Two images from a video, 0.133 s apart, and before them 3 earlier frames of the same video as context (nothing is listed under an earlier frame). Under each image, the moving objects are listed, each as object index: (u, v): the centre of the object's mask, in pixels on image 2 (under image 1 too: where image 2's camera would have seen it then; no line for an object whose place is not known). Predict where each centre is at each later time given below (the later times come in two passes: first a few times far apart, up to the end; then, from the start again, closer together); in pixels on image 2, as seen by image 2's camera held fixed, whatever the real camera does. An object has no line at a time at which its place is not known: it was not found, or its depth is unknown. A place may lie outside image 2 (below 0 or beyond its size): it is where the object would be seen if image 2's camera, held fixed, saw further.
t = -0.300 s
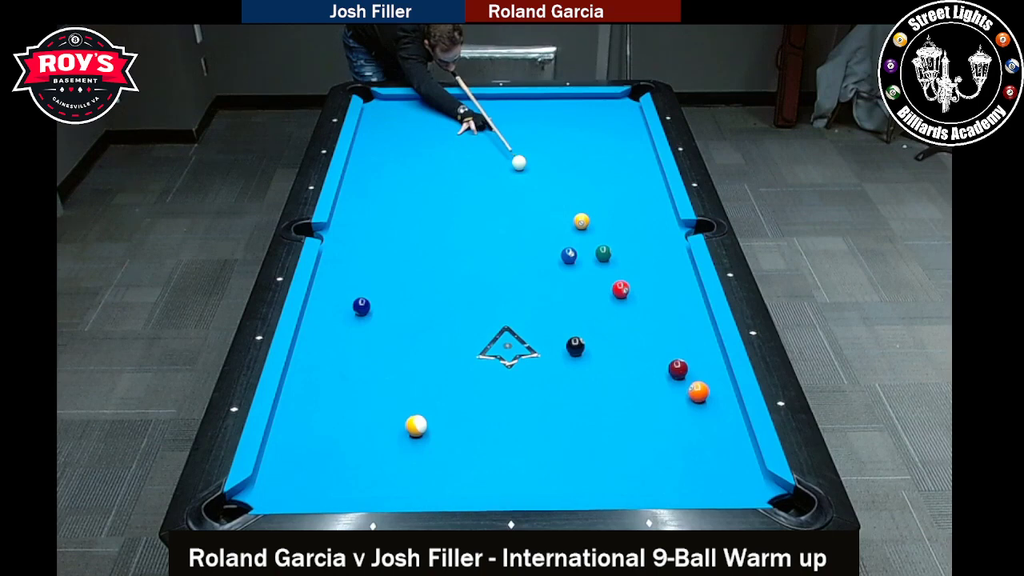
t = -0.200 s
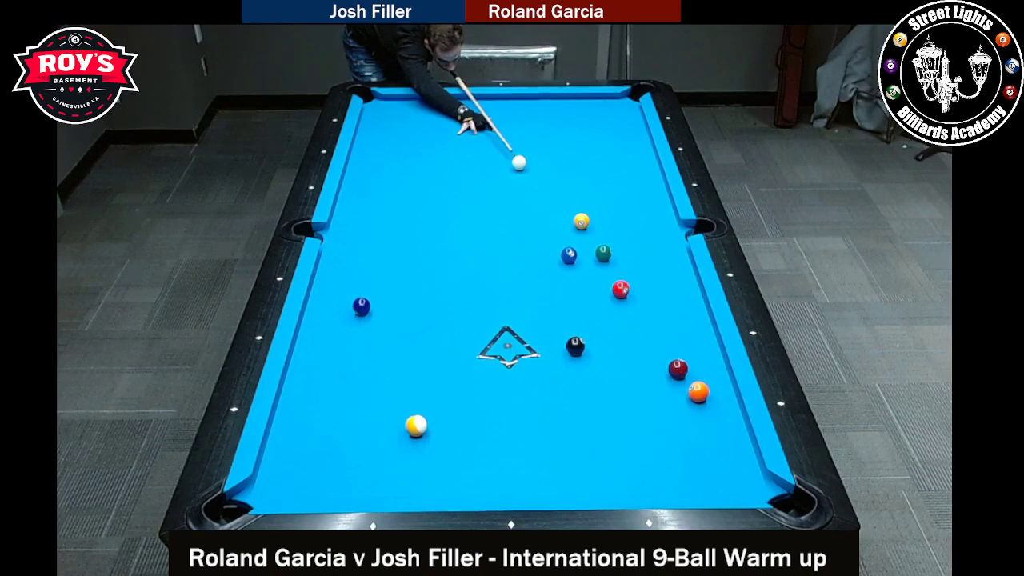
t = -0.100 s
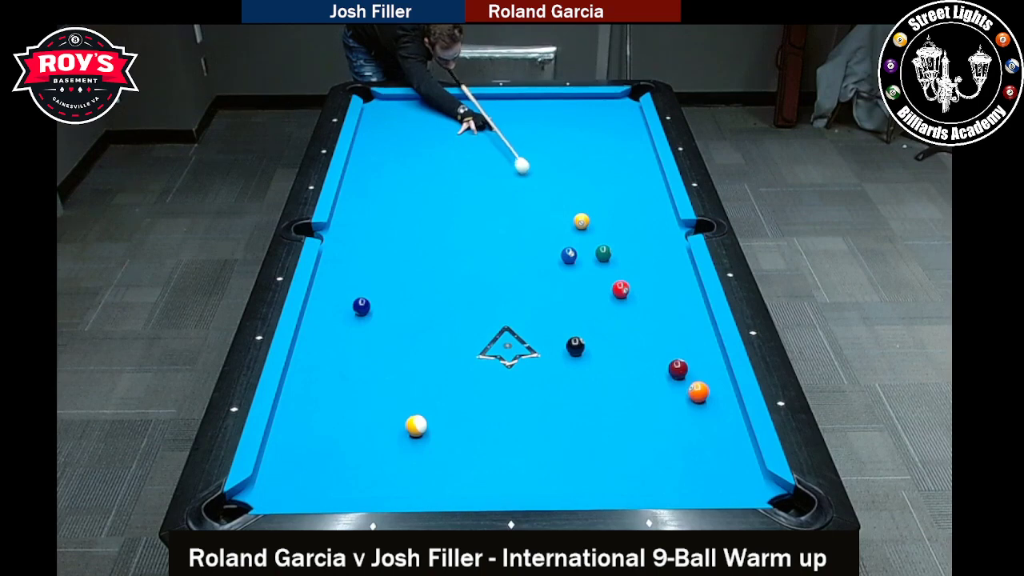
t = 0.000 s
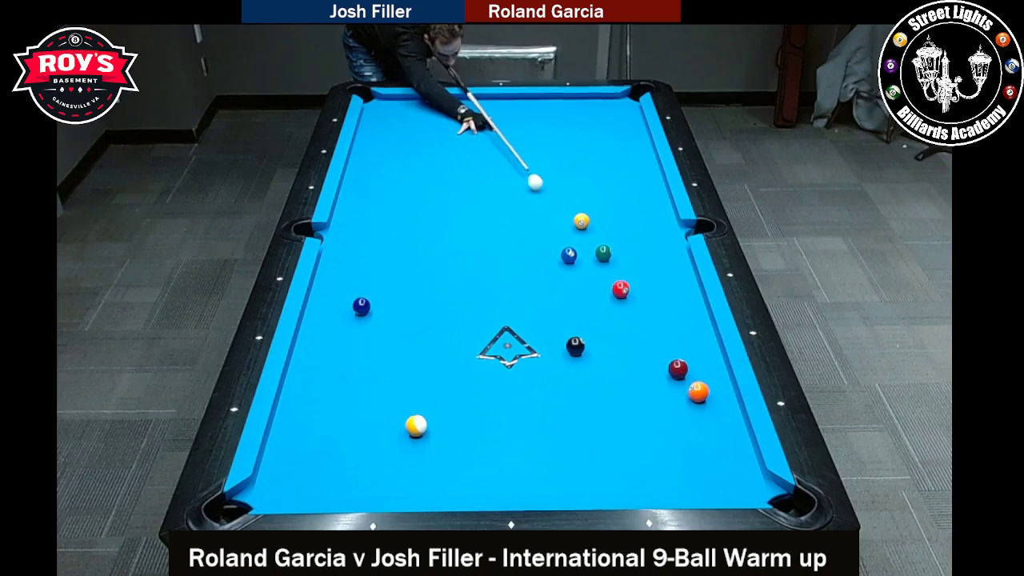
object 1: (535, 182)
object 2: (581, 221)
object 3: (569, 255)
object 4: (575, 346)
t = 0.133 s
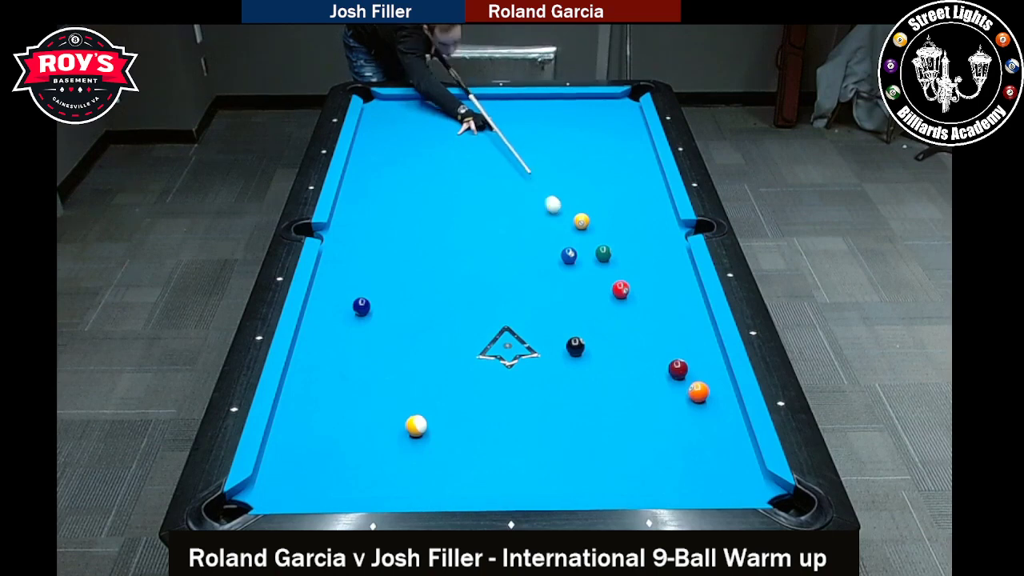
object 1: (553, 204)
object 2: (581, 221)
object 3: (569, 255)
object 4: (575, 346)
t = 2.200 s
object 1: (619, 318)
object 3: (503, 390)
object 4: (646, 480)
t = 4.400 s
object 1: (642, 356)
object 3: (450, 438)
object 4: (669, 409)
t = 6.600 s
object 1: (642, 356)
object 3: (449, 438)
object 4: (670, 405)
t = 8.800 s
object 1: (642, 356)
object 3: (449, 438)
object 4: (670, 405)
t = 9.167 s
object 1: (642, 356)
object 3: (449, 438)
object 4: (670, 405)
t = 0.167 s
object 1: (557, 210)
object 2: (581, 221)
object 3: (569, 255)
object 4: (575, 346)
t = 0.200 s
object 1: (562, 216)
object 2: (581, 221)
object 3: (569, 255)
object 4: (575, 346)
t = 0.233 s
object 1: (565, 222)
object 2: (583, 221)
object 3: (569, 255)
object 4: (575, 346)
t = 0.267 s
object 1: (566, 227)
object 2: (588, 221)
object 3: (569, 255)
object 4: (575, 346)
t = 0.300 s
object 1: (566, 233)
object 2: (592, 222)
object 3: (569, 256)
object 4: (575, 346)
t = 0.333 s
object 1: (567, 239)
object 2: (595, 222)
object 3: (569, 256)
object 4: (575, 346)
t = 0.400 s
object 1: (570, 246)
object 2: (602, 222)
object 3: (569, 262)
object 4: (575, 346)
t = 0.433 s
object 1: (571, 247)
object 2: (606, 222)
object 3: (569, 267)
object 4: (575, 346)
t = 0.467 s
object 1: (572, 248)
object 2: (610, 223)
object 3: (569, 273)
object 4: (575, 346)
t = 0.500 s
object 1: (573, 250)
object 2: (613, 223)
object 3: (569, 277)
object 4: (575, 346)
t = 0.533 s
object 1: (574, 251)
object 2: (617, 223)
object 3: (569, 282)
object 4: (575, 346)
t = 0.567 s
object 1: (575, 253)
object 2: (620, 224)
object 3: (569, 287)
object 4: (575, 346)
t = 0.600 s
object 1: (576, 254)
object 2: (624, 224)
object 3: (569, 291)
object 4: (575, 346)
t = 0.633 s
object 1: (577, 256)
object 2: (627, 224)
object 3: (569, 296)
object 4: (575, 346)
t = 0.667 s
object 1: (578, 257)
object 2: (630, 224)
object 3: (569, 300)
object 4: (575, 346)
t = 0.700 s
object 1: (579, 259)
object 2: (634, 225)
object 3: (569, 305)
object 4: (575, 346)
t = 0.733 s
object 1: (580, 260)
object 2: (637, 225)
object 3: (569, 310)
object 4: (575, 346)
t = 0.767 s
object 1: (581, 262)
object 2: (641, 225)
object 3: (569, 315)
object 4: (575, 346)
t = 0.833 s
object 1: (583, 265)
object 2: (647, 226)
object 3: (569, 325)
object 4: (575, 346)
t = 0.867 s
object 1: (584, 266)
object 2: (651, 226)
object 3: (569, 329)
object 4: (575, 346)
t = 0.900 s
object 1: (585, 268)
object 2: (654, 226)
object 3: (568, 333)
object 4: (576, 346)
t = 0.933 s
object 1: (586, 269)
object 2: (657, 226)
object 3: (567, 336)
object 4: (577, 350)
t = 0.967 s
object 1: (587, 271)
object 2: (660, 226)
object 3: (565, 337)
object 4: (579, 354)
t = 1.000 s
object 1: (588, 272)
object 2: (663, 227)
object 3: (563, 339)
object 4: (581, 357)
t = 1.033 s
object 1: (589, 274)
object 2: (667, 227)
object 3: (561, 340)
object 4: (583, 361)
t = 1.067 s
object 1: (590, 275)
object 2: (670, 227)
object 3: (559, 342)
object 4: (584, 364)
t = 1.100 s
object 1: (591, 276)
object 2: (673, 227)
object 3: (557, 343)
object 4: (586, 367)
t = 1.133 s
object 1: (592, 278)
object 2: (676, 228)
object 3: (556, 345)
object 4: (588, 370)
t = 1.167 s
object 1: (593, 279)
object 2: (679, 228)
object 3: (554, 346)
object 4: (589, 374)
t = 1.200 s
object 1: (594, 281)
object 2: (682, 228)
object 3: (552, 348)
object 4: (591, 377)
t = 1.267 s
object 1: (596, 283)
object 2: (688, 229)
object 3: (548, 351)
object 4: (595, 384)
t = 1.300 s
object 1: (597, 285)
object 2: (691, 230)
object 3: (546, 353)
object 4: (597, 387)
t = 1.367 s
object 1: (598, 288)
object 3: (543, 356)
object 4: (600, 394)
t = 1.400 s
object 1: (599, 289)
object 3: (541, 357)
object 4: (602, 397)
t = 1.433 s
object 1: (600, 290)
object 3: (540, 358)
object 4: (604, 400)
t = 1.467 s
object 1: (601, 292)
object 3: (538, 360)
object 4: (606, 404)
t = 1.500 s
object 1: (602, 293)
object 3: (536, 361)
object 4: (607, 407)
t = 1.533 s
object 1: (603, 294)
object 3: (534, 363)
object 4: (609, 410)
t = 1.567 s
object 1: (604, 296)
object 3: (533, 364)
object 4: (611, 414)
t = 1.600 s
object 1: (604, 297)
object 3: (531, 366)
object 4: (613, 417)
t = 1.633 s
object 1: (605, 298)
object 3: (529, 367)
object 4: (614, 421)
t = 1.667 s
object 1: (606, 299)
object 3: (527, 369)
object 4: (616, 424)
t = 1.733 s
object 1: (608, 302)
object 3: (524, 371)
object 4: (620, 431)
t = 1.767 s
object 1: (609, 303)
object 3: (523, 373)
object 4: (621, 435)
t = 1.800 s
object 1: (609, 304)
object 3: (521, 374)
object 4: (623, 438)
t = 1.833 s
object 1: (610, 306)
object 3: (519, 375)
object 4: (625, 441)
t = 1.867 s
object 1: (611, 307)
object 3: (518, 377)
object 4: (627, 445)
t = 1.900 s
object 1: (612, 308)
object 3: (516, 378)
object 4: (629, 448)
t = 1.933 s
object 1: (612, 309)
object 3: (515, 379)
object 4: (631, 452)
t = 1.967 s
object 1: (613, 310)
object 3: (513, 381)
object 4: (633, 455)
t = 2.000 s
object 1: (614, 311)
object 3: (512, 382)
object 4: (635, 459)
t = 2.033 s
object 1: (615, 313)
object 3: (510, 383)
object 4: (636, 462)
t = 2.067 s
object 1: (616, 314)
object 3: (508, 384)
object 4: (638, 466)
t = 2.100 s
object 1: (616, 315)
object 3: (507, 386)
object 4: (640, 470)
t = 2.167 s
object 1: (618, 317)
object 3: (504, 388)
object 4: (644, 476)
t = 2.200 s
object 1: (619, 318)
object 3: (503, 390)
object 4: (646, 480)
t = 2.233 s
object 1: (619, 319)
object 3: (501, 391)
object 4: (648, 482)
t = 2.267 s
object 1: (620, 320)
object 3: (500, 392)
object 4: (649, 484)
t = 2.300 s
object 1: (621, 321)
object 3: (499, 393)
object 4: (651, 486)
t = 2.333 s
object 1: (622, 322)
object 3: (497, 394)
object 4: (651, 485)
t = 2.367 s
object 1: (622, 323)
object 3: (496, 396)
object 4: (652, 483)
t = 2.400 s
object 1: (623, 324)
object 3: (494, 397)
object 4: (652, 482)
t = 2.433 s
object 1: (624, 325)
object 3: (493, 398)
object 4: (653, 481)
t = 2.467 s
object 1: (624, 326)
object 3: (492, 399)
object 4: (653, 479)
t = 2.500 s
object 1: (625, 327)
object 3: (490, 400)
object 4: (654, 476)
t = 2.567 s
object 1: (626, 329)
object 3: (488, 402)
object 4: (654, 472)
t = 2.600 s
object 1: (627, 330)
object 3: (487, 403)
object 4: (655, 471)
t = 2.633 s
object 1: (627, 331)
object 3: (486, 404)
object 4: (655, 469)
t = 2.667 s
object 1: (628, 331)
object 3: (484, 405)
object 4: (656, 467)
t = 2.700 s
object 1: (629, 332)
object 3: (483, 406)
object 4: (656, 465)
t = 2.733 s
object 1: (629, 333)
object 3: (482, 408)
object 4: (656, 463)
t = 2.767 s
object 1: (630, 334)
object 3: (481, 408)
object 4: (657, 461)
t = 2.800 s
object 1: (630, 335)
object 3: (480, 409)
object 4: (657, 459)
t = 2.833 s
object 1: (631, 336)
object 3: (478, 411)
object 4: (658, 458)
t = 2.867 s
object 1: (631, 337)
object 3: (477, 411)
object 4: (658, 456)
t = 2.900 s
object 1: (632, 337)
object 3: (476, 412)
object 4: (658, 454)
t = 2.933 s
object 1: (632, 338)
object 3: (475, 413)
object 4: (658, 453)
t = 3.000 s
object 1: (633, 340)
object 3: (473, 415)
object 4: (659, 449)
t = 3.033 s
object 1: (634, 340)
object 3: (472, 416)
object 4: (659, 448)
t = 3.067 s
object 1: (634, 341)
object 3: (471, 417)
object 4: (660, 446)
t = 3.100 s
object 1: (634, 342)
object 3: (470, 418)
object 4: (660, 445)
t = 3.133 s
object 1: (635, 343)
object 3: (469, 419)
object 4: (660, 443)
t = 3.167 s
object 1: (635, 343)
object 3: (468, 419)
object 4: (661, 442)
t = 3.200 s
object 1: (636, 344)
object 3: (468, 420)
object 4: (661, 441)
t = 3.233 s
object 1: (636, 344)
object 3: (467, 421)
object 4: (661, 439)
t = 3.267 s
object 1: (636, 345)
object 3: (466, 422)
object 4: (662, 438)
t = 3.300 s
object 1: (637, 346)
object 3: (465, 423)
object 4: (662, 437)
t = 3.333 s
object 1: (637, 346)
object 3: (464, 423)
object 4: (662, 435)
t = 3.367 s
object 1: (637, 347)
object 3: (463, 424)
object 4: (662, 434)
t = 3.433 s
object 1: (638, 348)
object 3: (462, 426)
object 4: (663, 432)
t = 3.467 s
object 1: (638, 348)
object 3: (461, 426)
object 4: (663, 431)
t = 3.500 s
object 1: (638, 349)
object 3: (461, 427)
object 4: (664, 429)
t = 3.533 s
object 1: (639, 349)
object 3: (460, 428)
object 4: (664, 428)
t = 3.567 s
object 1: (639, 350)
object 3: (459, 428)
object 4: (664, 427)
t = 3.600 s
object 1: (639, 350)
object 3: (459, 429)
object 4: (664, 426)
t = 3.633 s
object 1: (639, 351)
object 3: (458, 429)
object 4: (665, 425)
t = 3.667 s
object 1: (639, 351)
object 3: (458, 430)
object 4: (665, 424)
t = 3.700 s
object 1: (640, 352)
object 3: (457, 431)
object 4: (665, 423)
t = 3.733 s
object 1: (640, 352)
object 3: (457, 431)
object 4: (665, 422)
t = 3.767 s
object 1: (640, 352)
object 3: (456, 432)
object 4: (666, 422)
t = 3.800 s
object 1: (640, 353)
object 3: (456, 432)
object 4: (666, 421)
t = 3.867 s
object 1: (641, 353)
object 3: (455, 433)
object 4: (666, 419)
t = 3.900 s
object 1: (641, 354)
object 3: (455, 434)
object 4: (667, 418)
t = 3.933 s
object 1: (641, 354)
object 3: (454, 434)
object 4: (667, 417)
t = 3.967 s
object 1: (641, 354)
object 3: (453, 435)
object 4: (667, 417)
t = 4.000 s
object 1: (641, 354)
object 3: (453, 435)
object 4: (667, 416)
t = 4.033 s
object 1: (642, 354)
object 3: (453, 435)
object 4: (667, 415)
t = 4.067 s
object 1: (642, 355)
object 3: (452, 436)
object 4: (667, 415)
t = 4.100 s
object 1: (642, 355)
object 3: (452, 436)
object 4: (668, 414)
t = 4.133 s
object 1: (642, 355)
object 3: (452, 436)
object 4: (668, 413)
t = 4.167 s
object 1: (642, 355)
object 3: (452, 437)
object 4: (668, 413)
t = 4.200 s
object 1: (642, 355)
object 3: (451, 437)
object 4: (668, 412)
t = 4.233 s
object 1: (642, 356)
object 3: (451, 437)
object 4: (668, 412)
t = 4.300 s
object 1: (642, 356)
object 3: (450, 437)
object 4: (668, 411)
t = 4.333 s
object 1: (642, 356)
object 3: (450, 438)
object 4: (668, 410)
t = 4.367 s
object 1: (642, 356)
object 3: (450, 438)
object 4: (669, 409)
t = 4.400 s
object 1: (642, 356)
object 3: (450, 438)
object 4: (669, 409)
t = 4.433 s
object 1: (642, 356)
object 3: (450, 438)
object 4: (669, 409)
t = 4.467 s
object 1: (642, 356)
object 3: (449, 438)
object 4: (669, 408)
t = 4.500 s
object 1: (642, 356)
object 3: (449, 438)
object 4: (669, 408)
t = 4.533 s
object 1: (642, 356)
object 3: (449, 438)
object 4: (669, 408)
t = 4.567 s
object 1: (642, 356)
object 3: (449, 438)
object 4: (670, 407)
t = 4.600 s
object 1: (642, 356)
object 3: (449, 438)
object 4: (670, 407)
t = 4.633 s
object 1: (642, 356)
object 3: (449, 438)
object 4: (670, 407)
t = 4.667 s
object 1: (642, 356)
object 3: (449, 438)
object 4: (670, 406)
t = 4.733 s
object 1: (642, 356)
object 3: (449, 438)
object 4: (670, 406)
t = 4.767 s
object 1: (642, 356)
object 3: (449, 438)
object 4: (670, 406)
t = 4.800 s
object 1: (642, 356)
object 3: (449, 438)
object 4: (670, 406)
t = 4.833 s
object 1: (642, 356)
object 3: (449, 438)
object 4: (670, 406)
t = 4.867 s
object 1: (642, 356)
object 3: (449, 438)
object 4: (670, 406)
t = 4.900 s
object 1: (642, 356)
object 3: (449, 438)
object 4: (670, 406)
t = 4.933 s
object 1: (642, 356)
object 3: (449, 438)
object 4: (670, 405)
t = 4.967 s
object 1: (642, 356)
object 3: (449, 438)
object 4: (670, 405)
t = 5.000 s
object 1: (642, 356)
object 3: (449, 438)
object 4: (670, 405)
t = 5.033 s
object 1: (642, 356)
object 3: (449, 438)
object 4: (670, 405)
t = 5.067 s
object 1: (642, 356)
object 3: (449, 438)
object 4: (670, 405)
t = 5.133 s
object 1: (642, 356)
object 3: (449, 438)
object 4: (670, 405)
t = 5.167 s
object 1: (642, 356)
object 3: (449, 438)
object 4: (670, 405)
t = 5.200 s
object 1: (642, 356)
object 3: (449, 438)
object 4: (670, 405)
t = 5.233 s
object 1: (642, 356)
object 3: (449, 438)
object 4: (670, 405)
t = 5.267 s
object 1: (642, 356)
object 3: (449, 438)
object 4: (670, 405)
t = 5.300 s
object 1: (642, 356)
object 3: (449, 438)
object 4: (670, 405)
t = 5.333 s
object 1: (642, 356)
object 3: (449, 438)
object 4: (670, 405)
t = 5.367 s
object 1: (642, 356)
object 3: (449, 438)
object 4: (670, 405)
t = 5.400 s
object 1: (642, 356)
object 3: (449, 438)
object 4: (670, 405)
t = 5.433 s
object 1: (642, 356)
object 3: (449, 438)
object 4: (670, 405)
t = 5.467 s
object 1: (642, 356)
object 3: (449, 438)
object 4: (670, 405)
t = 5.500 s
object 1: (642, 356)
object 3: (449, 438)
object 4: (670, 405)
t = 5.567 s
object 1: (642, 356)
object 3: (449, 438)
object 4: (670, 405)
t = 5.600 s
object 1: (642, 356)
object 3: (449, 438)
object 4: (670, 405)
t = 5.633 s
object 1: (642, 356)
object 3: (449, 438)
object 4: (670, 406)
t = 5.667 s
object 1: (642, 356)
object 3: (449, 438)
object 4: (670, 405)
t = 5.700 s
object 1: (642, 356)
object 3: (449, 438)
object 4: (670, 405)
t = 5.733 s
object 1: (642, 356)
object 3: (449, 438)
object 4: (670, 405)
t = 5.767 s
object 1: (642, 356)
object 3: (449, 438)
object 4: (670, 405)
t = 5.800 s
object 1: (642, 356)
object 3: (449, 438)
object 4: (670, 405)
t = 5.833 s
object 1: (642, 356)
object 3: (449, 438)
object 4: (670, 405)
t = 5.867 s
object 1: (642, 356)
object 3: (449, 438)
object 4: (670, 405)
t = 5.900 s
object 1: (642, 356)
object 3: (449, 438)
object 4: (670, 405)
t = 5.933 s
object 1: (642, 356)
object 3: (449, 438)
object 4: (670, 405)
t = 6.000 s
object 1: (642, 356)
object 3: (449, 438)
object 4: (670, 405)
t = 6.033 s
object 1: (642, 356)
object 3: (449, 438)
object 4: (670, 405)
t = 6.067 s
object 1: (642, 356)
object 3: (449, 438)
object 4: (670, 405)
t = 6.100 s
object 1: (642, 356)
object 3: (449, 438)
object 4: (670, 406)
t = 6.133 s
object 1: (642, 356)
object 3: (449, 438)
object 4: (670, 405)
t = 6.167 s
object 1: (642, 356)
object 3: (449, 438)
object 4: (670, 405)
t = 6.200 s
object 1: (642, 356)
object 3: (449, 438)
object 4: (670, 405)
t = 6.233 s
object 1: (642, 356)
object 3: (449, 438)
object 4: (670, 405)
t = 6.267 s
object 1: (642, 356)
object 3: (449, 438)
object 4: (670, 405)
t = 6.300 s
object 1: (642, 356)
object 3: (449, 438)
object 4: (670, 405)
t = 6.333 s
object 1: (642, 356)
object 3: (449, 438)
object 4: (670, 405)
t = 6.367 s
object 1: (642, 356)
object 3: (449, 438)
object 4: (670, 405)
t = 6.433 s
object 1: (642, 356)
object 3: (449, 438)
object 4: (670, 405)
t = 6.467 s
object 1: (642, 356)
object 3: (449, 438)
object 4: (670, 405)
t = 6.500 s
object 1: (642, 356)
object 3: (449, 438)
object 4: (670, 405)
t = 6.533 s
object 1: (642, 356)
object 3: (449, 438)
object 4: (670, 405)
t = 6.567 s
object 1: (642, 356)
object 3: (449, 438)
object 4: (670, 405)
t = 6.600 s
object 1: (642, 356)
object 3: (449, 438)
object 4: (670, 405)
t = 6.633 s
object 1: (642, 356)
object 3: (449, 438)
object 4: (670, 405)
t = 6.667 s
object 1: (642, 356)
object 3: (449, 438)
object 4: (670, 405)
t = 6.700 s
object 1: (642, 356)
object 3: (449, 438)
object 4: (670, 405)
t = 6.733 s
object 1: (642, 356)
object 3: (449, 438)
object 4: (670, 405)
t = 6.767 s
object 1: (642, 356)
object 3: (449, 438)
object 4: (670, 405)
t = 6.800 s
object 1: (642, 356)
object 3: (449, 438)
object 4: (670, 405)
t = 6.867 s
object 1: (642, 356)
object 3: (449, 438)
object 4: (670, 405)
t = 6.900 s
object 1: (642, 356)
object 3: (449, 438)
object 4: (670, 405)
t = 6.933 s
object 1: (642, 356)
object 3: (449, 438)
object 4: (670, 405)
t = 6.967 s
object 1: (642, 356)
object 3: (449, 438)
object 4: (670, 405)
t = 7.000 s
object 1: (642, 356)
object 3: (449, 438)
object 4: (670, 405)
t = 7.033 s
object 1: (642, 356)
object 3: (449, 438)
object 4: (670, 405)
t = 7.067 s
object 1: (642, 356)
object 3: (449, 438)
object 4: (670, 405)
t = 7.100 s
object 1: (642, 356)
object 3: (449, 438)
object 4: (670, 405)
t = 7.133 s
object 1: (642, 356)
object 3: (449, 438)
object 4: (670, 405)
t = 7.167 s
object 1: (642, 356)
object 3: (449, 438)
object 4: (670, 405)
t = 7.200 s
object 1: (642, 356)
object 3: (449, 438)
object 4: (670, 405)
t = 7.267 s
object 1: (642, 356)
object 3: (449, 438)
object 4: (670, 405)
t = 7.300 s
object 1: (642, 356)
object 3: (449, 438)
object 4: (670, 405)
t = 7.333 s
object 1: (642, 356)
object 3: (449, 438)
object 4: (670, 405)
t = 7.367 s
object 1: (642, 356)
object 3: (449, 438)
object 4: (670, 405)
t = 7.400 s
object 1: (642, 356)
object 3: (449, 438)
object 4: (670, 405)
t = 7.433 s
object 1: (642, 356)
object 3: (449, 438)
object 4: (670, 405)
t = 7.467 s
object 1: (642, 356)
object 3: (449, 438)
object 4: (670, 405)
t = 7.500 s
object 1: (642, 356)
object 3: (449, 438)
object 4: (670, 405)
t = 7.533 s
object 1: (642, 356)
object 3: (449, 438)
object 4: (670, 405)
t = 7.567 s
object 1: (642, 356)
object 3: (449, 438)
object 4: (670, 405)
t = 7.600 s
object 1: (642, 356)
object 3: (449, 438)
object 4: (670, 405)
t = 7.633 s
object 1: (642, 356)
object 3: (449, 438)
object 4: (670, 405)
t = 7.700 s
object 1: (642, 356)
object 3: (449, 438)
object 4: (670, 405)
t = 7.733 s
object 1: (642, 356)
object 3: (449, 438)
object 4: (670, 405)
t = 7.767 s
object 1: (642, 356)
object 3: (449, 438)
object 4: (670, 405)
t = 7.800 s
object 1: (642, 356)
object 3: (449, 438)
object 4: (670, 405)
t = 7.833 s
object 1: (642, 356)
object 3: (449, 438)
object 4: (670, 405)
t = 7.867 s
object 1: (642, 356)
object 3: (449, 438)
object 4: (670, 405)
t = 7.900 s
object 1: (642, 356)
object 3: (449, 438)
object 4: (670, 405)
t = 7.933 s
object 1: (642, 356)
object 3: (449, 438)
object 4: (670, 405)
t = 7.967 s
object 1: (642, 356)
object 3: (449, 438)
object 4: (670, 405)
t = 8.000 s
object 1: (642, 356)
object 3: (449, 438)
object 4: (670, 405)
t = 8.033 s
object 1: (642, 356)
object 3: (449, 438)
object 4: (670, 405)
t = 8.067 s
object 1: (642, 356)
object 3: (449, 438)
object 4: (670, 405)
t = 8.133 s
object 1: (642, 356)
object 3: (449, 438)
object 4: (670, 405)
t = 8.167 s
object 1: (642, 356)
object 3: (449, 438)
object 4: (670, 405)
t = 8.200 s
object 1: (642, 356)
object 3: (449, 438)
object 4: (670, 405)
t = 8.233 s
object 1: (642, 356)
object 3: (449, 438)
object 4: (670, 405)
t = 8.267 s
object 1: (642, 356)
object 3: (449, 438)
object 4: (670, 405)
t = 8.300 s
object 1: (642, 356)
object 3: (449, 438)
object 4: (670, 405)
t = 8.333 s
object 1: (642, 356)
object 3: (449, 438)
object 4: (670, 405)
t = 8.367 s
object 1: (642, 356)
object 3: (449, 438)
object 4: (670, 405)
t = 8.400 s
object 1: (642, 356)
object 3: (449, 438)
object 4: (670, 405)
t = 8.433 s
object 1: (642, 356)
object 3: (449, 438)
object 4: (670, 405)
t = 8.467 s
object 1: (642, 356)
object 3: (449, 438)
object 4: (670, 405)
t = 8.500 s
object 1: (642, 356)
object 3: (449, 438)
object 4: (670, 405)
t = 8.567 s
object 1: (642, 356)
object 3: (449, 438)
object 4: (670, 405)
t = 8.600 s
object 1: (642, 356)
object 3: (449, 438)
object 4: (670, 405)
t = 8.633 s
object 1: (642, 356)
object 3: (449, 438)
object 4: (670, 405)
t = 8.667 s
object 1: (642, 356)
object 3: (449, 438)
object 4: (670, 405)
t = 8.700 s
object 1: (642, 356)
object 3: (449, 438)
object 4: (670, 405)
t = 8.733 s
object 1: (642, 356)
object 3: (449, 438)
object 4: (670, 405)
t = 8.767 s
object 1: (642, 356)
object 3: (449, 438)
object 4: (670, 405)
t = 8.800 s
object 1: (642, 356)
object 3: (449, 438)
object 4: (670, 405)
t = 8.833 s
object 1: (642, 356)
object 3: (449, 438)
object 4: (670, 405)
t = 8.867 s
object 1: (642, 356)
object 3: (449, 438)
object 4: (670, 405)
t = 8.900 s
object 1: (642, 356)
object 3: (449, 438)
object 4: (670, 405)
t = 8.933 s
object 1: (642, 356)
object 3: (449, 438)
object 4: (670, 405)
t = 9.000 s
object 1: (642, 356)
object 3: (449, 438)
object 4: (670, 405)
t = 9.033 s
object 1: (642, 356)
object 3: (449, 438)
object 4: (670, 405)
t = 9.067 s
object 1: (642, 356)
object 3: (449, 438)
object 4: (670, 405)
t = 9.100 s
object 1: (642, 356)
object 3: (449, 438)
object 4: (670, 405)
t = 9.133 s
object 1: (642, 356)
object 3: (449, 438)
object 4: (670, 405)
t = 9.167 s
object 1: (642, 356)
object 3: (449, 438)
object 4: (670, 405)
